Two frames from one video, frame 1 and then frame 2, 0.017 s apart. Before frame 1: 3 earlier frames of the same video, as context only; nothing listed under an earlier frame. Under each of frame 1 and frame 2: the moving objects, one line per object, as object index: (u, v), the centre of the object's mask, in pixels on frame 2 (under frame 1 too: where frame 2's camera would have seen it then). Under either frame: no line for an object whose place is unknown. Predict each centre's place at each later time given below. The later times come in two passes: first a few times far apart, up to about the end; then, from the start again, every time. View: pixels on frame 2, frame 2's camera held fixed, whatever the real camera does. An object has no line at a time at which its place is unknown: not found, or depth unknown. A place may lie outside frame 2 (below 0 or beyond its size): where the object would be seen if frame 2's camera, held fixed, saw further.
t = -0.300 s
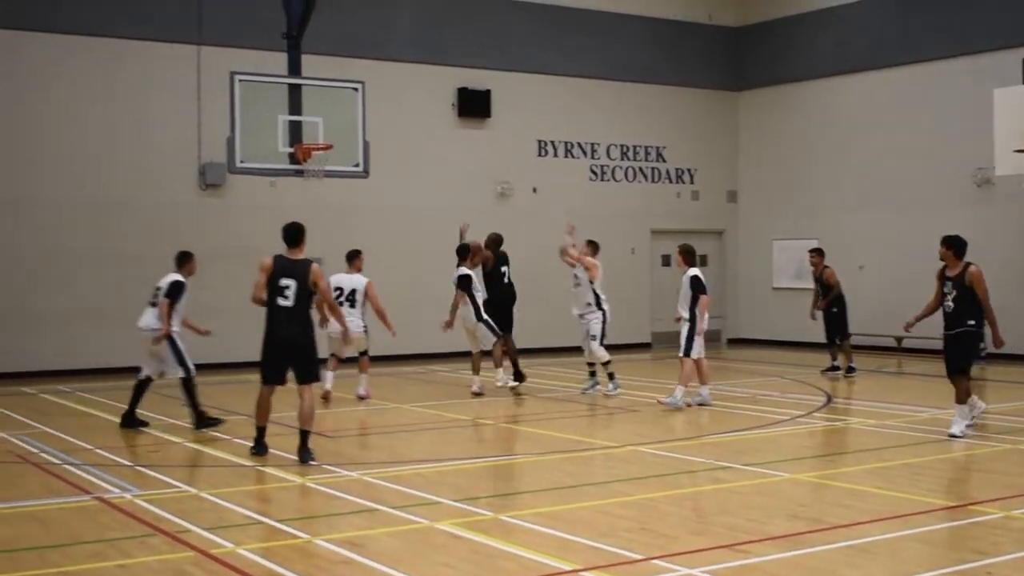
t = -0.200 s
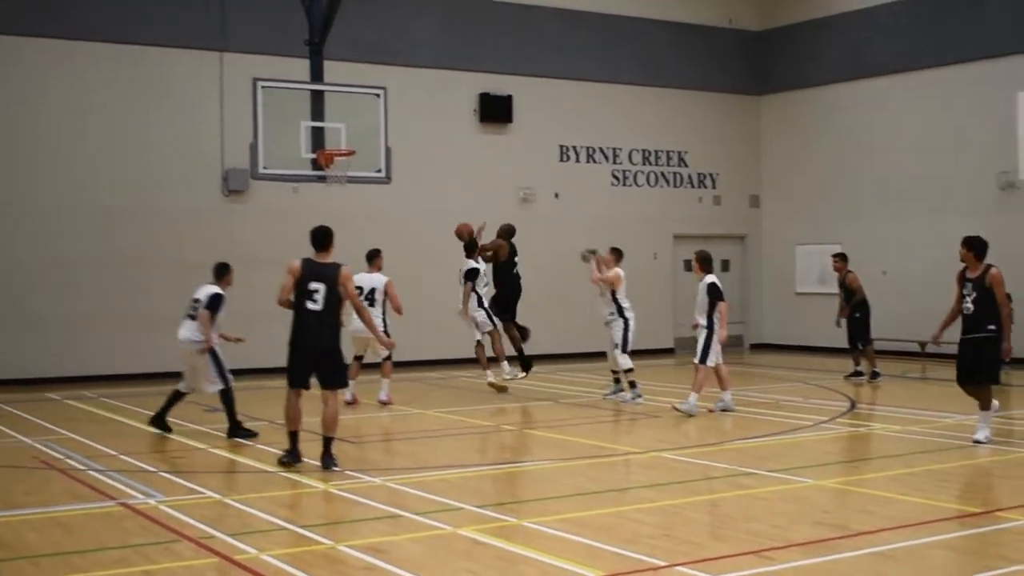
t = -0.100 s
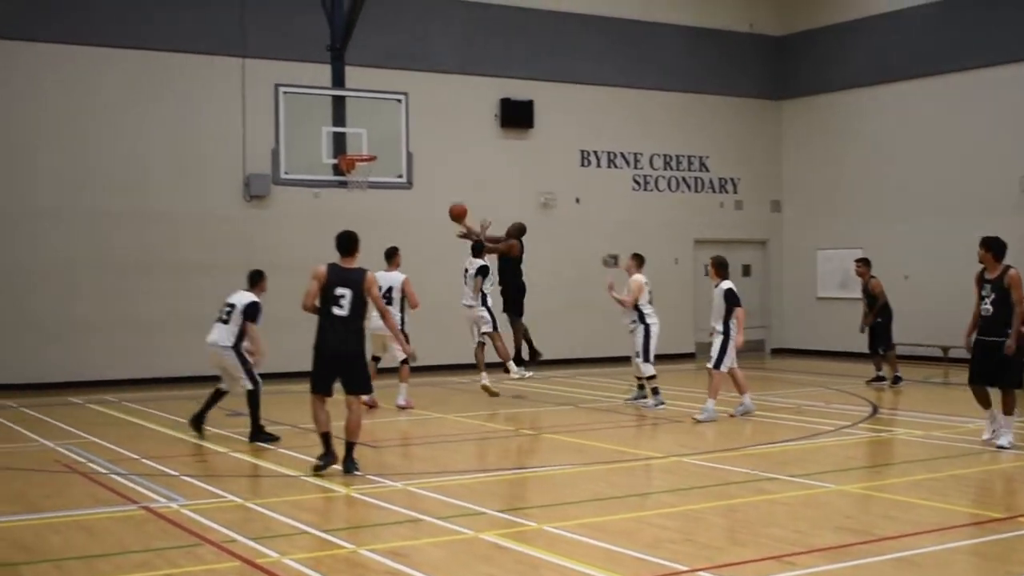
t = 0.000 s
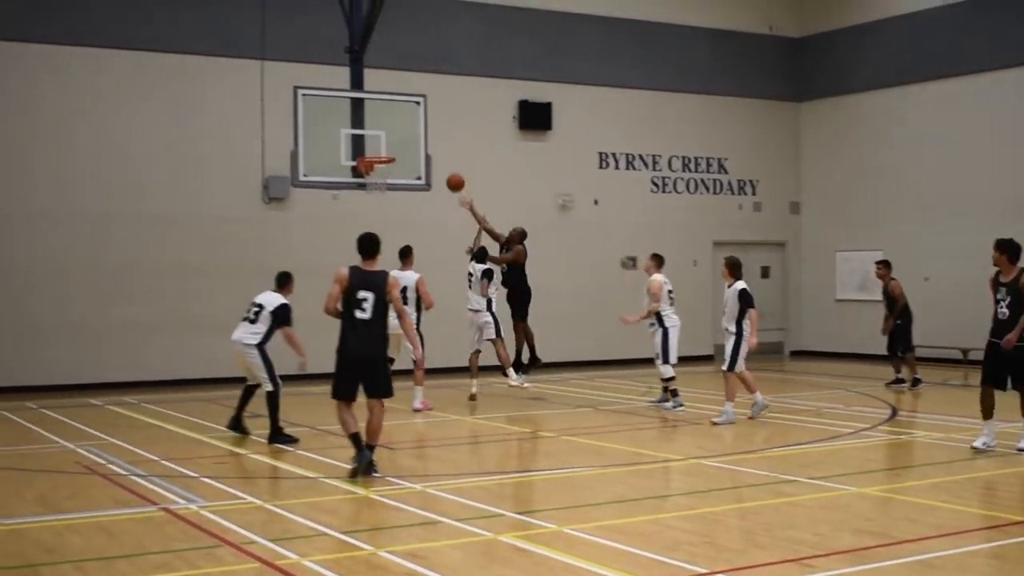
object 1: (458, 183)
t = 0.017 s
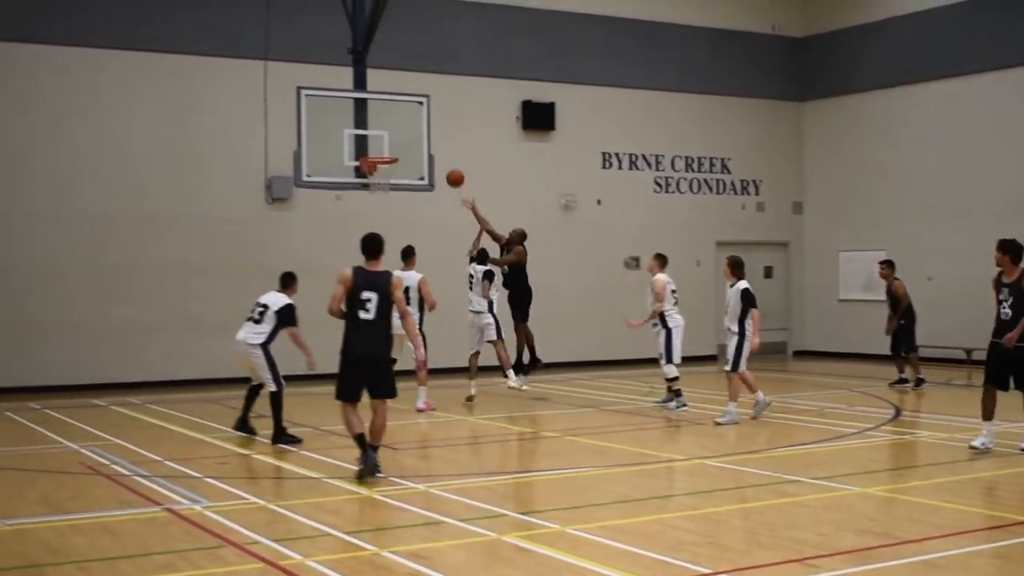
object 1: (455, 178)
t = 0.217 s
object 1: (419, 137)
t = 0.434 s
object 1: (395, 122)
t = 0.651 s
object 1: (382, 139)
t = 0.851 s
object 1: (378, 134)
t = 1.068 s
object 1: (378, 143)
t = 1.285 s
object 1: (380, 185)
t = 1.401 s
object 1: (382, 217)
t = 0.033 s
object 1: (452, 173)
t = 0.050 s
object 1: (449, 169)
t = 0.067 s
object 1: (446, 165)
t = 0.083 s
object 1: (442, 161)
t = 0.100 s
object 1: (440, 157)
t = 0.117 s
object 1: (438, 154)
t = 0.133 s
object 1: (435, 151)
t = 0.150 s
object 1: (431, 148)
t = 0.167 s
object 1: (428, 145)
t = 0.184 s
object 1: (425, 142)
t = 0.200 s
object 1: (422, 140)
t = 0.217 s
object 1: (419, 137)
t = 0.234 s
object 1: (416, 135)
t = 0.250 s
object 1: (413, 134)
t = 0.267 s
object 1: (410, 132)
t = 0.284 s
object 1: (406, 130)
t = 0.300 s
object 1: (404, 129)
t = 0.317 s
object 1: (401, 128)
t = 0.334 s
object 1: (400, 127)
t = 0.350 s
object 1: (399, 126)
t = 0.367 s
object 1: (399, 125)
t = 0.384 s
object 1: (397, 124)
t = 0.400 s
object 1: (396, 123)
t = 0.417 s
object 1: (395, 123)
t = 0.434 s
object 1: (395, 122)
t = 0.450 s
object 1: (394, 122)
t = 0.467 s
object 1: (393, 122)
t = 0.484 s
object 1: (392, 123)
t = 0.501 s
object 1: (390, 123)
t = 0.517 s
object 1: (389, 124)
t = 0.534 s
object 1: (388, 125)
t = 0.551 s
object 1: (387, 126)
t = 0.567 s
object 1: (386, 128)
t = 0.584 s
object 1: (385, 129)
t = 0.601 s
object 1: (384, 131)
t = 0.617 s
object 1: (383, 133)
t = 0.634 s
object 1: (383, 136)
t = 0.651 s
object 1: (382, 139)
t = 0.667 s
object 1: (382, 141)
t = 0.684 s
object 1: (380, 145)
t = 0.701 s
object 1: (378, 147)
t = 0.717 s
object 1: (377, 147)
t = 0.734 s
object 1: (378, 144)
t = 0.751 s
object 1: (377, 143)
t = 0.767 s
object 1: (378, 141)
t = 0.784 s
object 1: (378, 139)
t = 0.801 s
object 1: (378, 138)
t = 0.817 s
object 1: (378, 136)
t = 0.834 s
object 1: (378, 135)
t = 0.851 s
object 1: (378, 134)
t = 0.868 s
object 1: (378, 134)
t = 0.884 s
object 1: (378, 134)
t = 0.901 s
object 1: (378, 134)
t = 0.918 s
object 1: (378, 134)
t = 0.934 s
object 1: (378, 134)
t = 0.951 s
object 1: (378, 134)
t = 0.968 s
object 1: (378, 135)
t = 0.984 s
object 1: (378, 136)
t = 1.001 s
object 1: (378, 137)
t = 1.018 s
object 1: (379, 138)
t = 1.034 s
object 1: (379, 140)
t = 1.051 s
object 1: (379, 141)
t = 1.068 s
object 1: (378, 143)
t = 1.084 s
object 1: (379, 146)
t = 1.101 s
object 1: (379, 147)
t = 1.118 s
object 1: (379, 149)
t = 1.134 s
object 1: (379, 151)
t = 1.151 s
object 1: (379, 152)
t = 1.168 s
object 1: (379, 155)
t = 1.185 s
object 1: (383, 155)
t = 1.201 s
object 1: (379, 167)
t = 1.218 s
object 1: (380, 168)
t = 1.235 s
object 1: (383, 173)
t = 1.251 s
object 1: (381, 180)
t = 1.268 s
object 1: (381, 183)
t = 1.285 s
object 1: (380, 185)
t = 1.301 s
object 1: (380, 192)
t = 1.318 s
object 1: (380, 195)
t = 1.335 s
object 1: (380, 197)
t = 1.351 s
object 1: (381, 202)
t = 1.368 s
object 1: (381, 207)
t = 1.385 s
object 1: (381, 212)
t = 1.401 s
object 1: (382, 217)
